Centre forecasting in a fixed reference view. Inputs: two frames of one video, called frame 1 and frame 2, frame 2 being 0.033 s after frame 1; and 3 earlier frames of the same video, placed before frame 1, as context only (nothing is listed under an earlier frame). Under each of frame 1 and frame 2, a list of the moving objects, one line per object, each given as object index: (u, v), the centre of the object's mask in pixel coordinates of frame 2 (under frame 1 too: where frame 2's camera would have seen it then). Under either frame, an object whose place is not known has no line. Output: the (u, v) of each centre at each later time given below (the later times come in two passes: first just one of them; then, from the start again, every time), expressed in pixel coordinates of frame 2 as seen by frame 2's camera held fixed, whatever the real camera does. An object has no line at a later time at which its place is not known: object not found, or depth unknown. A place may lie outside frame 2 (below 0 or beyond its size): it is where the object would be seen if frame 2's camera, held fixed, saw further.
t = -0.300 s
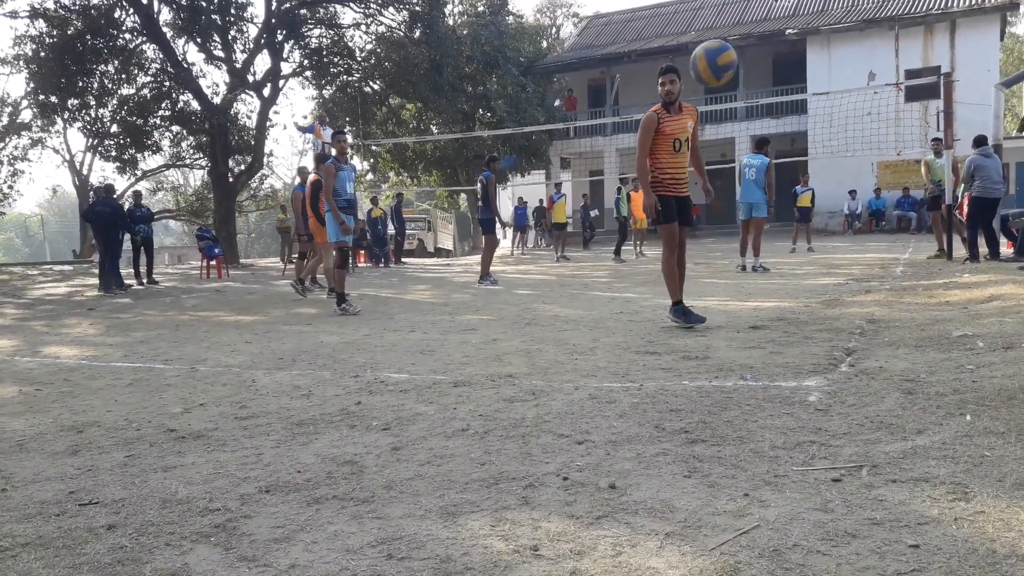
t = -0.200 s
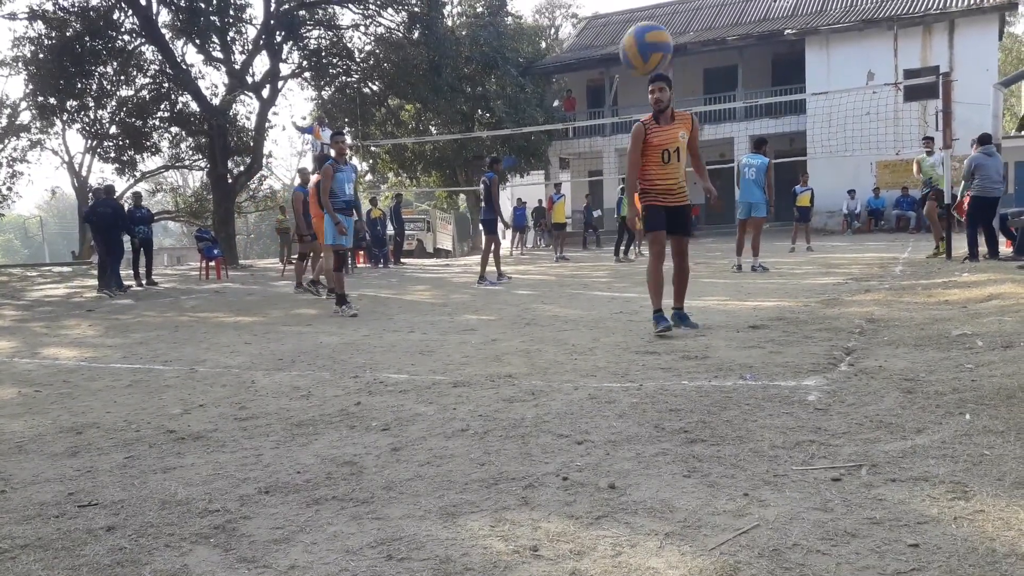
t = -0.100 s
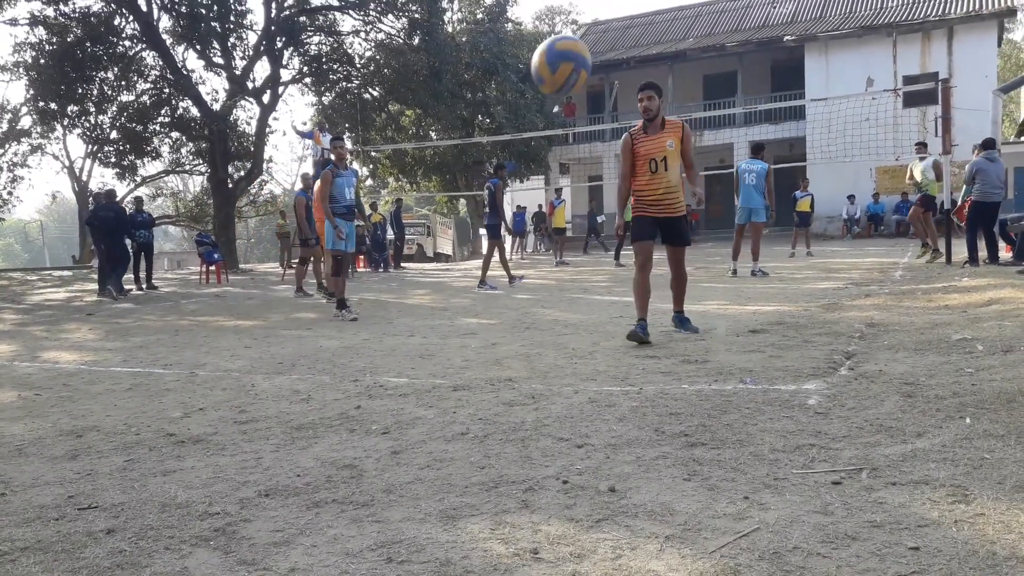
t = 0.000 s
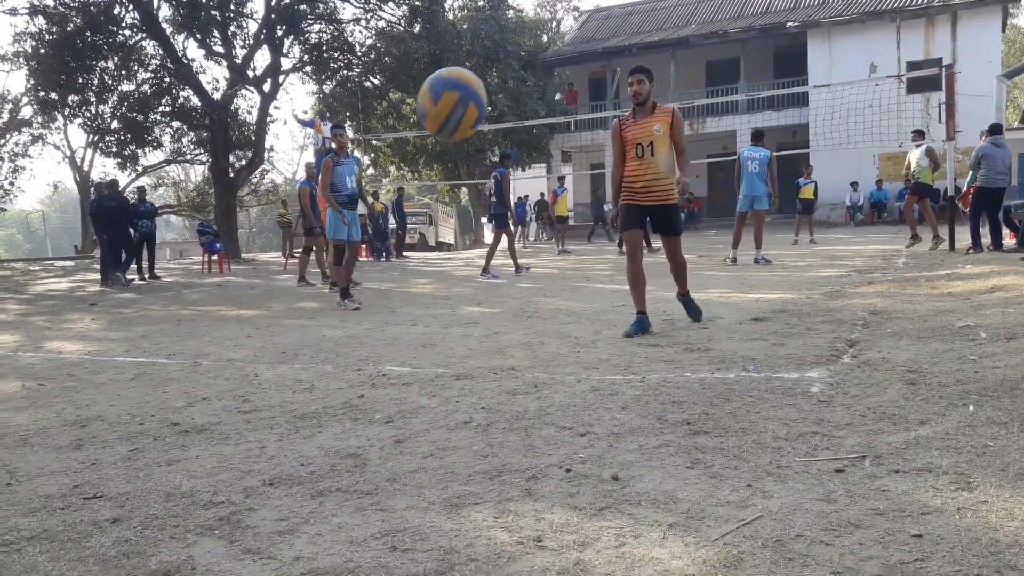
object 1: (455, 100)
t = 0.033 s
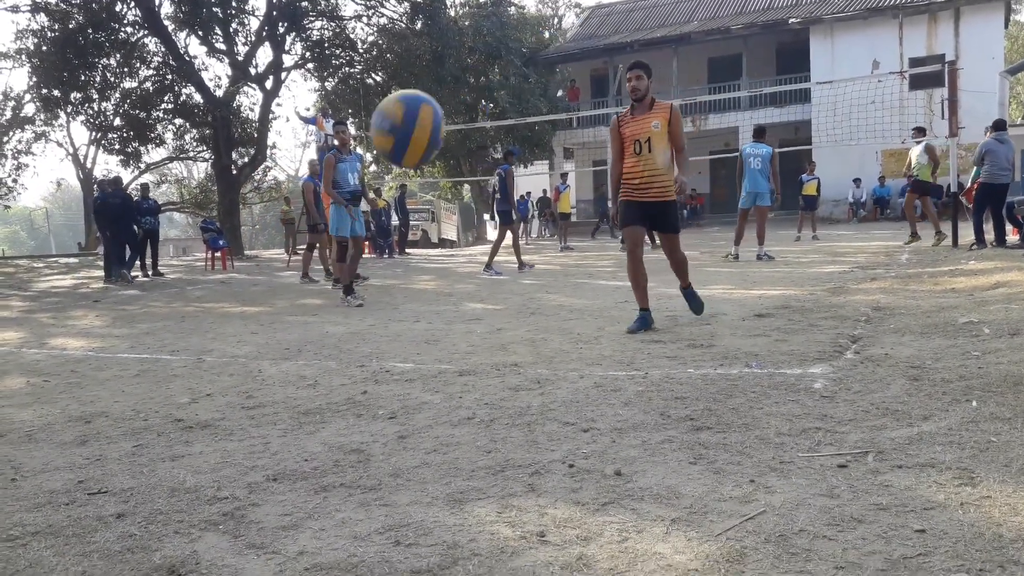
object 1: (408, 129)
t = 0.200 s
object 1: (72, 450)
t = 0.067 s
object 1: (357, 169)
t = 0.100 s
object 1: (303, 215)
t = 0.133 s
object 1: (234, 273)
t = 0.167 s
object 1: (157, 355)
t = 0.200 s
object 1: (72, 450)
